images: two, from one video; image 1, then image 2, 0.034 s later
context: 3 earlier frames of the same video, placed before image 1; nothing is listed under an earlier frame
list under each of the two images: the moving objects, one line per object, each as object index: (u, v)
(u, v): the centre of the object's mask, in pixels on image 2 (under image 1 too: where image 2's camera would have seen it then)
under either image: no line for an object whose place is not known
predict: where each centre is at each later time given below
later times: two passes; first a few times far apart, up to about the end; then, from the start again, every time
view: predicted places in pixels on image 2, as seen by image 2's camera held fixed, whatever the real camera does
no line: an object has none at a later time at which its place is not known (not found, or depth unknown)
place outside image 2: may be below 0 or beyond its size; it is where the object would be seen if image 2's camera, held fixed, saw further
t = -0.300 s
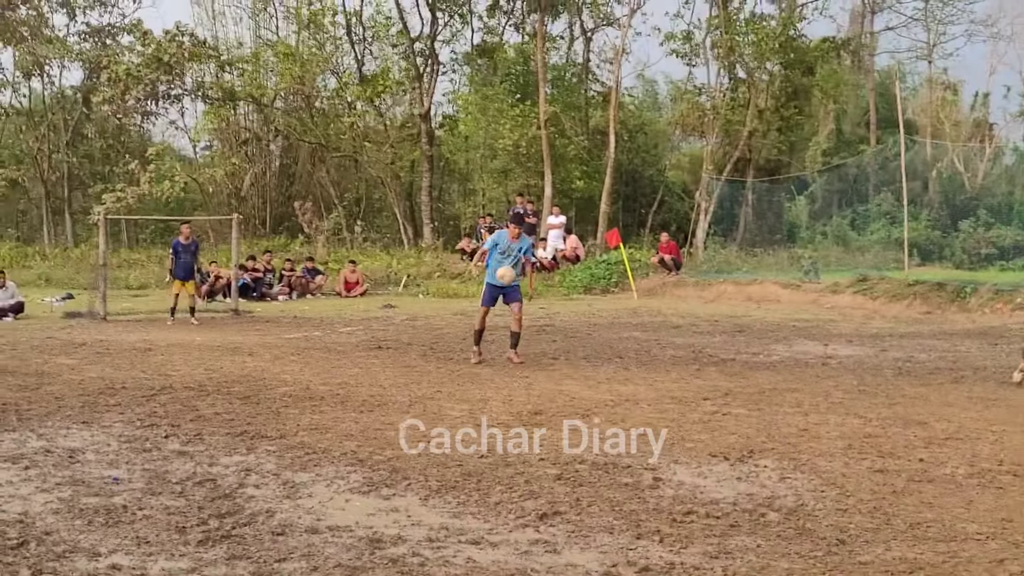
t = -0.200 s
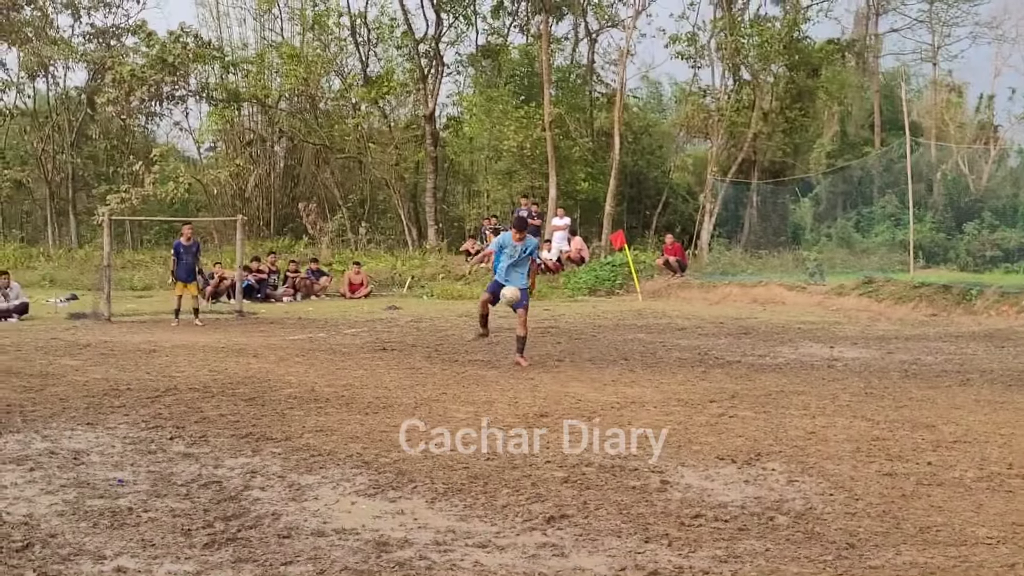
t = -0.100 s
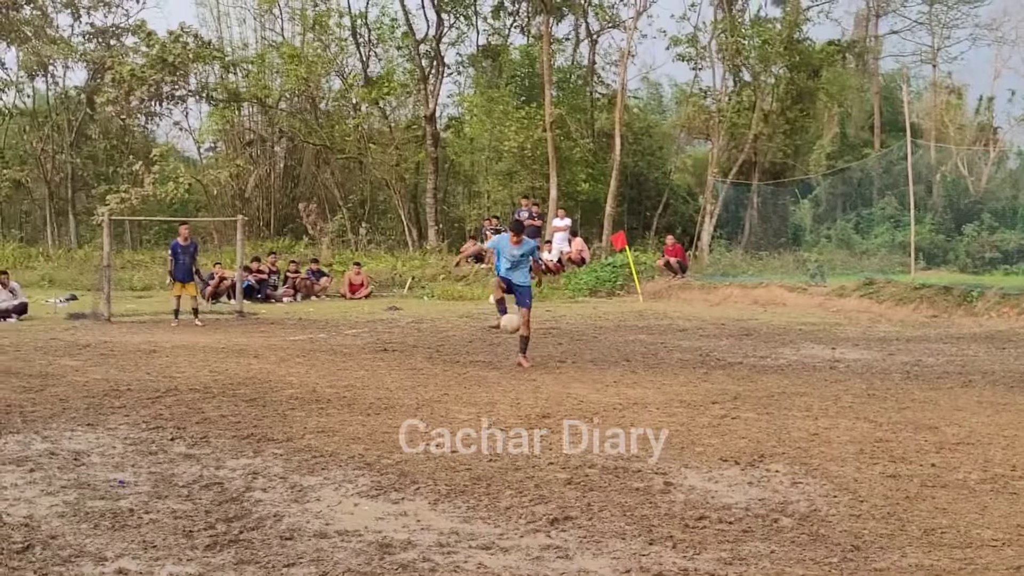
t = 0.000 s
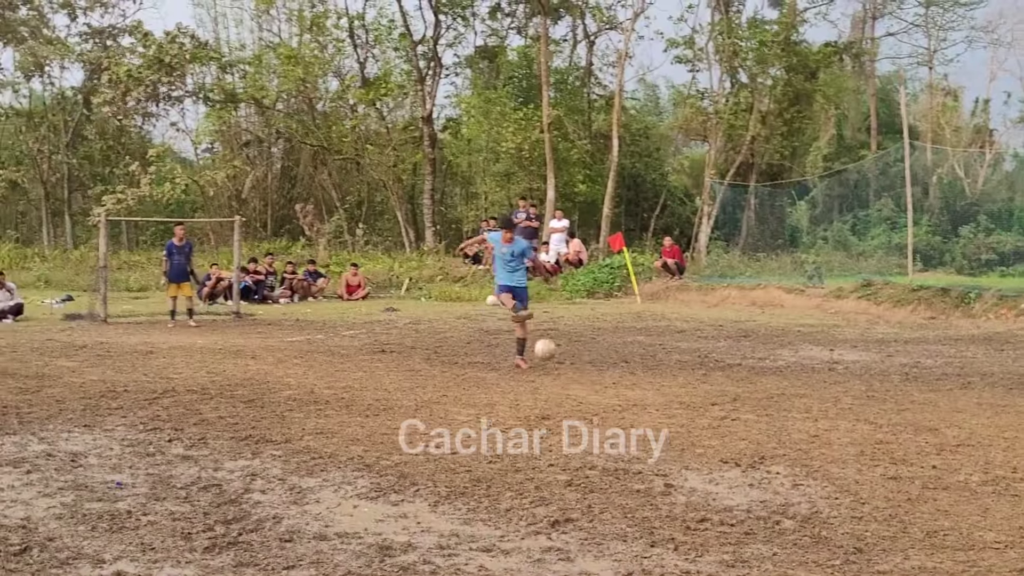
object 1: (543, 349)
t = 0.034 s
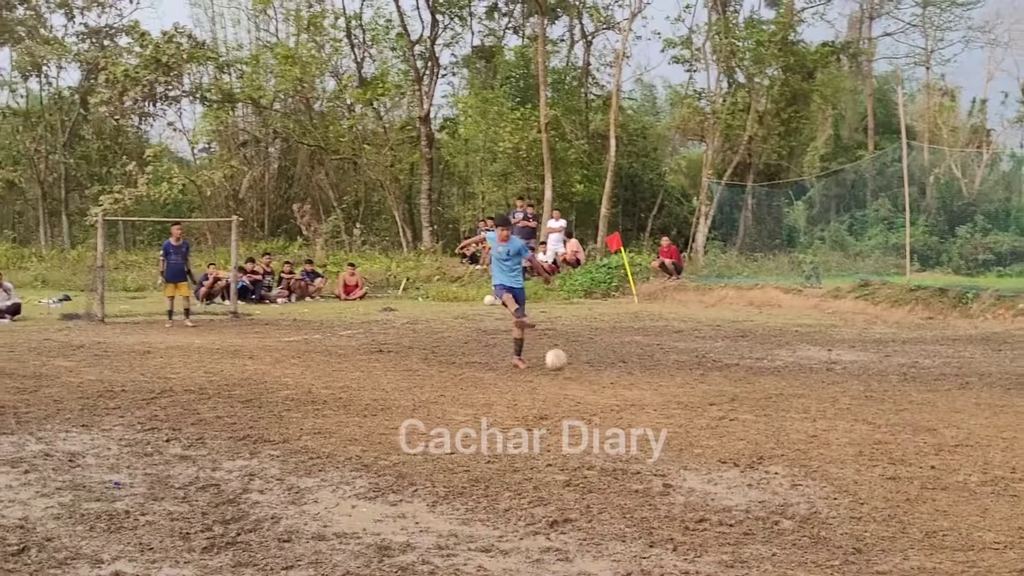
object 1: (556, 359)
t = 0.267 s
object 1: (632, 357)
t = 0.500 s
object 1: (708, 397)
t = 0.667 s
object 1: (761, 397)
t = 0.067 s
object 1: (569, 372)
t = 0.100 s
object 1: (579, 368)
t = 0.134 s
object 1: (588, 363)
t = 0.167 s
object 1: (597, 360)
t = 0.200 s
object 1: (612, 357)
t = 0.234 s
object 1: (622, 356)
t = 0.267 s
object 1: (632, 357)
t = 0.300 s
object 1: (642, 358)
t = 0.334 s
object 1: (648, 360)
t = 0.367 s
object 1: (659, 364)
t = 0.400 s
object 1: (675, 372)
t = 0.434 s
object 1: (686, 379)
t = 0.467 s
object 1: (691, 384)
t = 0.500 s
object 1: (708, 397)
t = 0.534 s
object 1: (720, 394)
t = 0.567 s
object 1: (726, 394)
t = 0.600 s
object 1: (743, 394)
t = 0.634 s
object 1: (749, 394)
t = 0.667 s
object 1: (761, 397)
